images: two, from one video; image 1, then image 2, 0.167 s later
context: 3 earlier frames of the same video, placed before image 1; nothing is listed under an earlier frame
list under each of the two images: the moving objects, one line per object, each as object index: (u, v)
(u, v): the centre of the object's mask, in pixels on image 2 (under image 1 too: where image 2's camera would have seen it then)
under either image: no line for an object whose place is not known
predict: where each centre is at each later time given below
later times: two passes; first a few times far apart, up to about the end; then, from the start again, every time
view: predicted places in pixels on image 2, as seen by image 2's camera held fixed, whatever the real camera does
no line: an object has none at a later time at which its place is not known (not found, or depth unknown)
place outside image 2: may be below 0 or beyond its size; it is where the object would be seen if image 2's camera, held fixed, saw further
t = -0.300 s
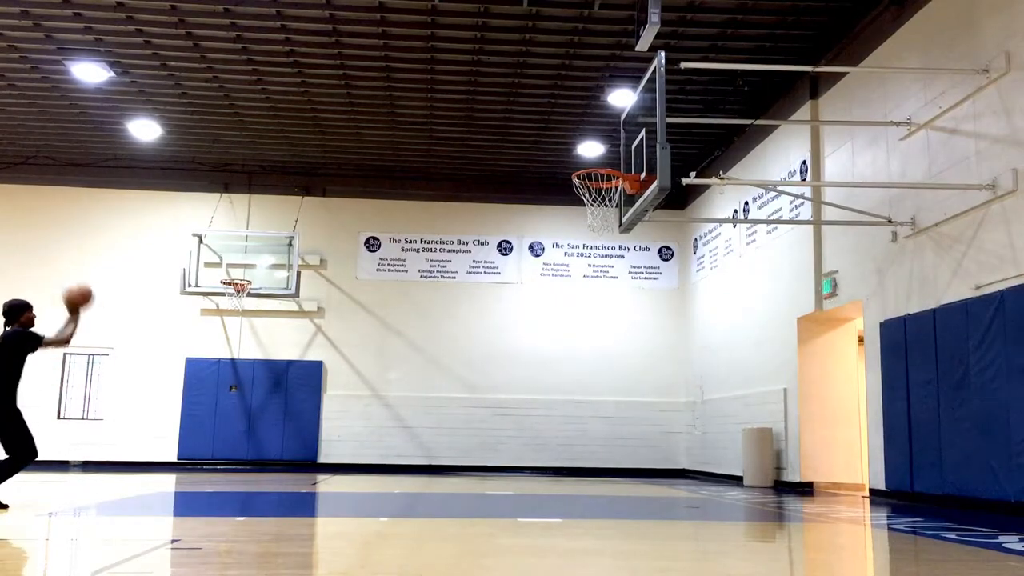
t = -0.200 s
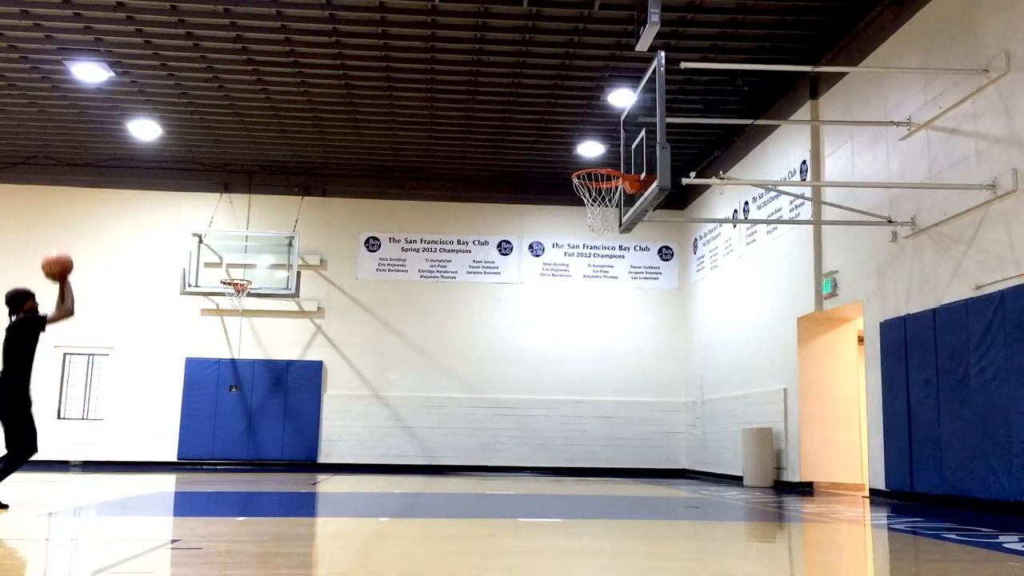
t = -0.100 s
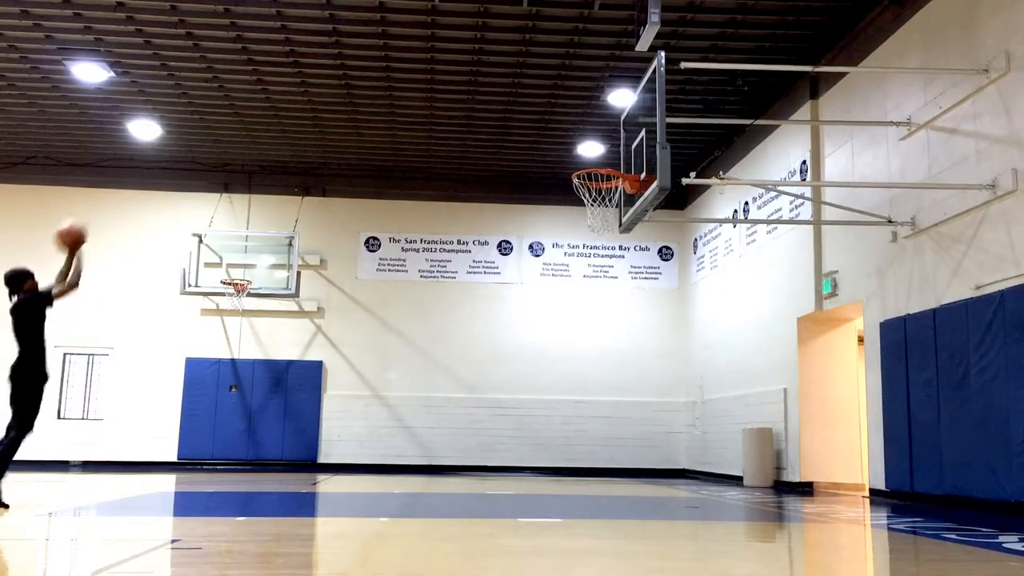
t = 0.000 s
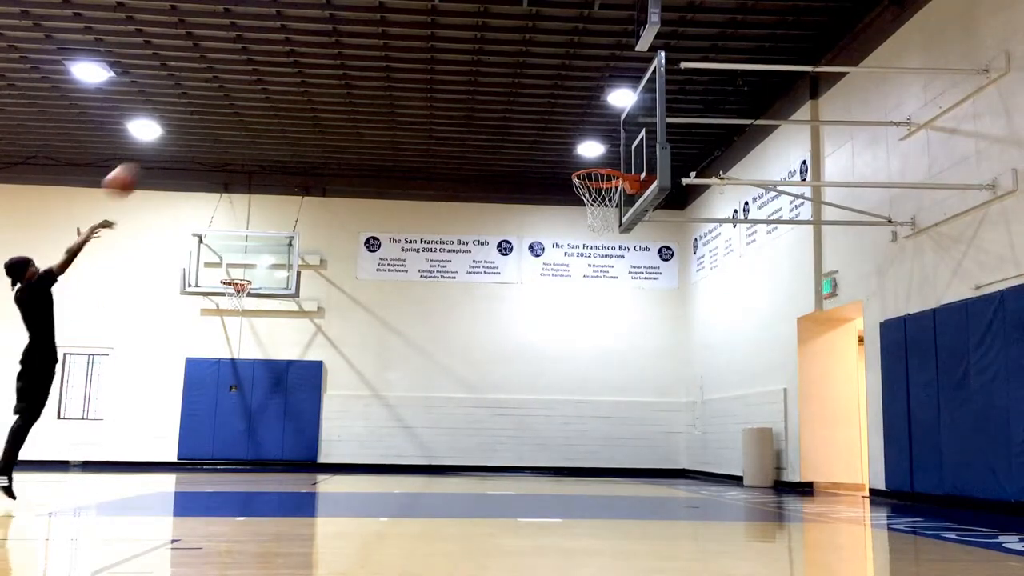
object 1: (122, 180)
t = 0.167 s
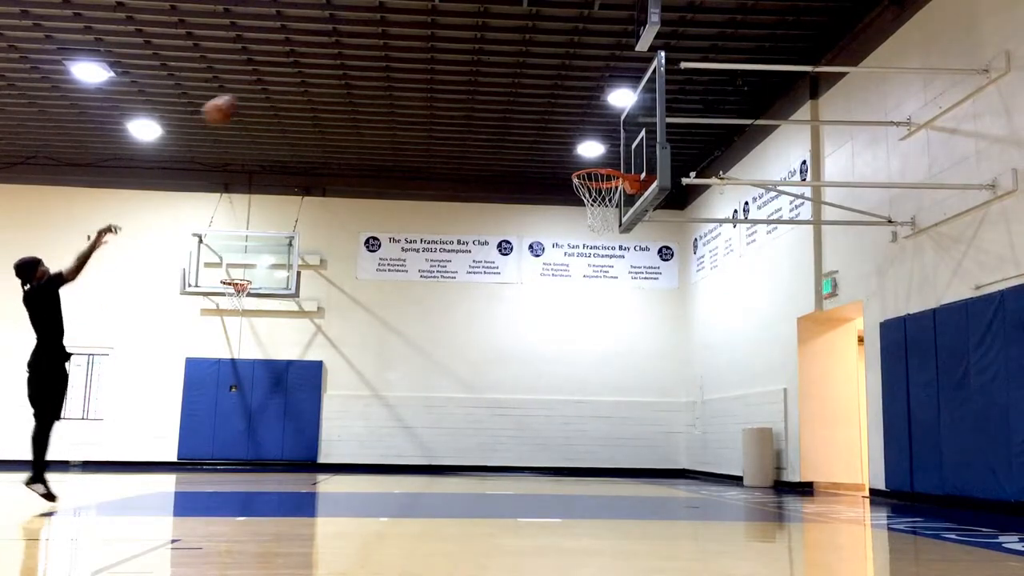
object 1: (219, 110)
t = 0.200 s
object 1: (239, 100)
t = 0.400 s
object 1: (341, 65)
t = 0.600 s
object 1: (437, 70)
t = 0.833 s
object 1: (543, 124)
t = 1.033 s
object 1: (622, 205)
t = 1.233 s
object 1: (610, 271)
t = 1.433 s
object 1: (595, 379)
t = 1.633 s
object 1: (577, 465)
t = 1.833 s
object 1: (550, 370)
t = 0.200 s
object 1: (239, 100)
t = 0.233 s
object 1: (256, 90)
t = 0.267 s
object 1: (273, 83)
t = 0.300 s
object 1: (292, 76)
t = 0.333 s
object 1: (308, 72)
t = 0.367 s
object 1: (324, 67)
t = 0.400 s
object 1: (341, 65)
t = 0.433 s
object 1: (357, 62)
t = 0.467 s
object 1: (374, 62)
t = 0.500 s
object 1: (390, 62)
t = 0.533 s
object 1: (406, 63)
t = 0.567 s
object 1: (421, 66)
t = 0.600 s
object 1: (437, 70)
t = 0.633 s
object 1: (453, 73)
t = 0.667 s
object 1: (467, 80)
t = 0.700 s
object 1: (482, 87)
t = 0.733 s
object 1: (499, 96)
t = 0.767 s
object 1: (513, 104)
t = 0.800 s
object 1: (529, 114)
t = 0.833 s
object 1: (543, 124)
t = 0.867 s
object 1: (558, 137)
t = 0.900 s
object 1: (569, 149)
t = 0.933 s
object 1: (580, 161)
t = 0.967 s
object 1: (620, 183)
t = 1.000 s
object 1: (614, 193)
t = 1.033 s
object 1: (622, 205)
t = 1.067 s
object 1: (622, 215)
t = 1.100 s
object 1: (619, 223)
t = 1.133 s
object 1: (617, 233)
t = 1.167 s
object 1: (614, 244)
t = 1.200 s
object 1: (612, 257)
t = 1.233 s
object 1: (610, 271)
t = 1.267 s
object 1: (607, 286)
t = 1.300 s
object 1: (605, 302)
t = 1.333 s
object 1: (602, 319)
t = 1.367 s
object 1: (600, 338)
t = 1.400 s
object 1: (597, 358)
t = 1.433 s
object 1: (595, 379)
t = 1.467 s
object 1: (592, 402)
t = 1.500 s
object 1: (590, 426)
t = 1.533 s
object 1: (588, 450)
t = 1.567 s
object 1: (585, 478)
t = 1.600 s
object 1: (582, 485)
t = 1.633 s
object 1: (577, 465)
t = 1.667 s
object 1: (572, 446)
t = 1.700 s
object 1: (568, 429)
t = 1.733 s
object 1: (564, 412)
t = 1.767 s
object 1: (559, 396)
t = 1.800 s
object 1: (555, 383)
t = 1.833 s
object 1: (550, 370)
